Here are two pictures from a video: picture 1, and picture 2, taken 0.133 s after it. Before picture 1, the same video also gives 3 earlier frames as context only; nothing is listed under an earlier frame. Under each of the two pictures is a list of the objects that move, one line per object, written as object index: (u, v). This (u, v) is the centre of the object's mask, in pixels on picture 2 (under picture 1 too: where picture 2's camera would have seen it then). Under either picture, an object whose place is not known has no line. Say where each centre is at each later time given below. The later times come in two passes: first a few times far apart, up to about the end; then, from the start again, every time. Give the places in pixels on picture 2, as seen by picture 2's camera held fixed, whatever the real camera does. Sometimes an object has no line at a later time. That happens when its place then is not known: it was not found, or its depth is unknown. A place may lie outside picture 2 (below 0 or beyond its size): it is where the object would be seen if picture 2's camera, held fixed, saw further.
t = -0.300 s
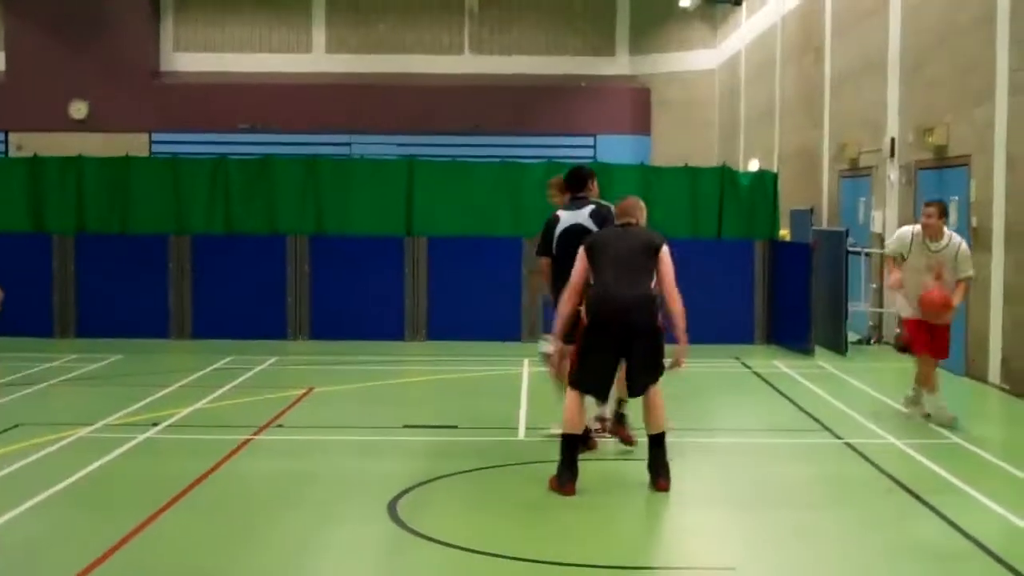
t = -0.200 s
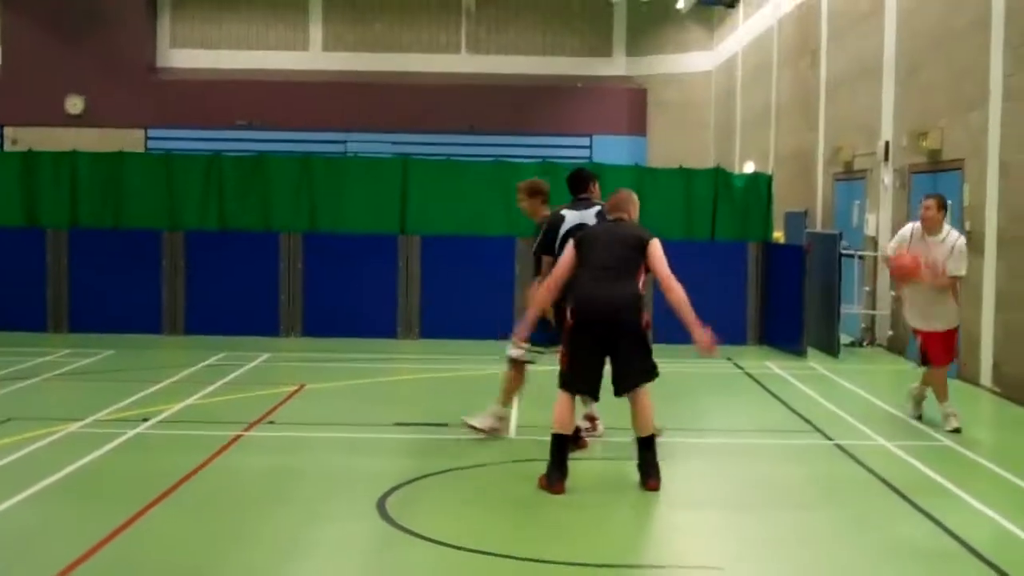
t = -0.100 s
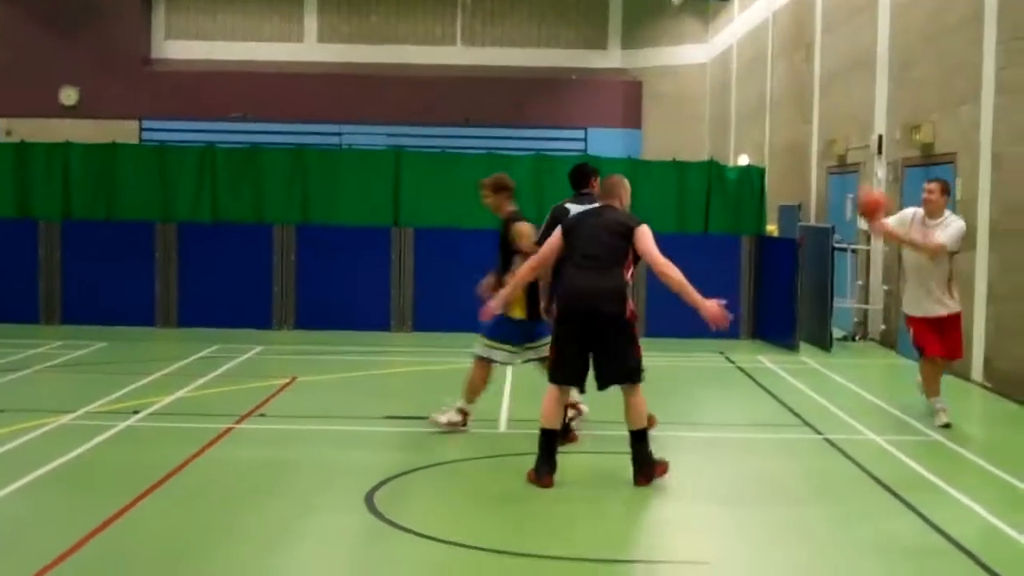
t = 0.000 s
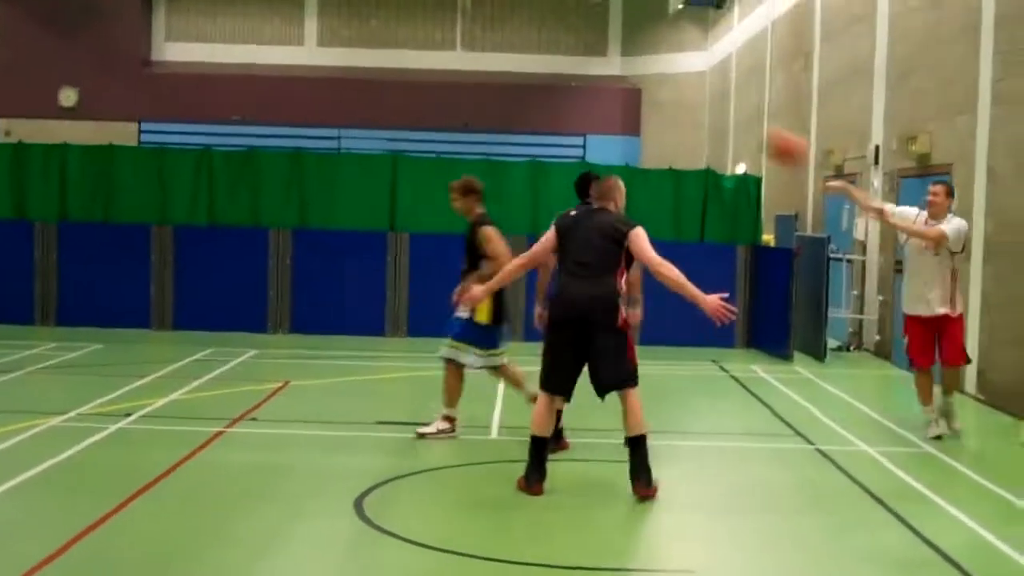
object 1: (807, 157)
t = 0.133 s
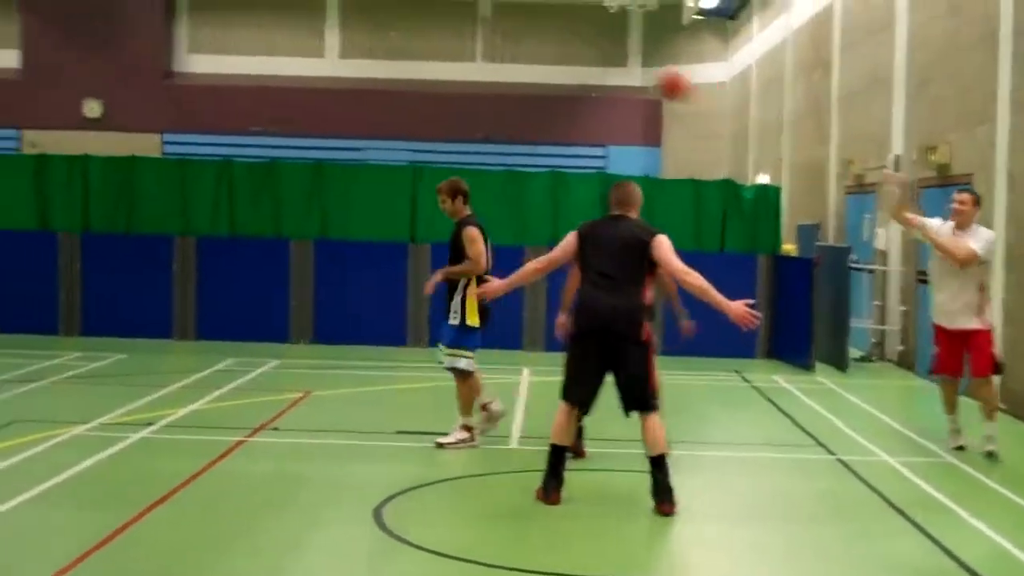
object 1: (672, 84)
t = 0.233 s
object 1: (579, 43)
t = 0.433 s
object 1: (396, 4)
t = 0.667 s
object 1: (198, 16)
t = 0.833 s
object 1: (64, 66)
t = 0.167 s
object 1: (640, 68)
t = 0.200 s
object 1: (609, 54)
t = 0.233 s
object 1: (579, 43)
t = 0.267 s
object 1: (547, 32)
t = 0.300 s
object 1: (516, 23)
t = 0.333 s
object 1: (487, 16)
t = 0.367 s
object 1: (457, 11)
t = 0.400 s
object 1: (425, 5)
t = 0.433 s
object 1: (396, 4)
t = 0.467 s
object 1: (368, 2)
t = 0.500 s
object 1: (342, 0)
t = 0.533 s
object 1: (311, 2)
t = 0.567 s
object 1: (283, 2)
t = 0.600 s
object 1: (255, 3)
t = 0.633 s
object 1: (230, 5)
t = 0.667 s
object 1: (198, 16)
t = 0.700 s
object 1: (167, 25)
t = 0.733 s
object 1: (144, 32)
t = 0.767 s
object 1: (116, 43)
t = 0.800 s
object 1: (91, 53)
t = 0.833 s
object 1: (64, 66)
